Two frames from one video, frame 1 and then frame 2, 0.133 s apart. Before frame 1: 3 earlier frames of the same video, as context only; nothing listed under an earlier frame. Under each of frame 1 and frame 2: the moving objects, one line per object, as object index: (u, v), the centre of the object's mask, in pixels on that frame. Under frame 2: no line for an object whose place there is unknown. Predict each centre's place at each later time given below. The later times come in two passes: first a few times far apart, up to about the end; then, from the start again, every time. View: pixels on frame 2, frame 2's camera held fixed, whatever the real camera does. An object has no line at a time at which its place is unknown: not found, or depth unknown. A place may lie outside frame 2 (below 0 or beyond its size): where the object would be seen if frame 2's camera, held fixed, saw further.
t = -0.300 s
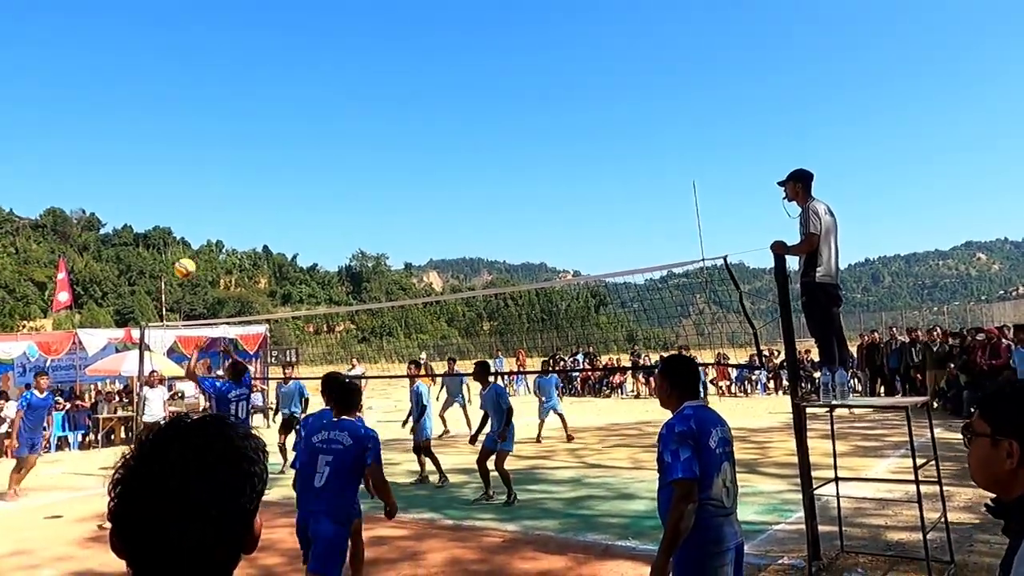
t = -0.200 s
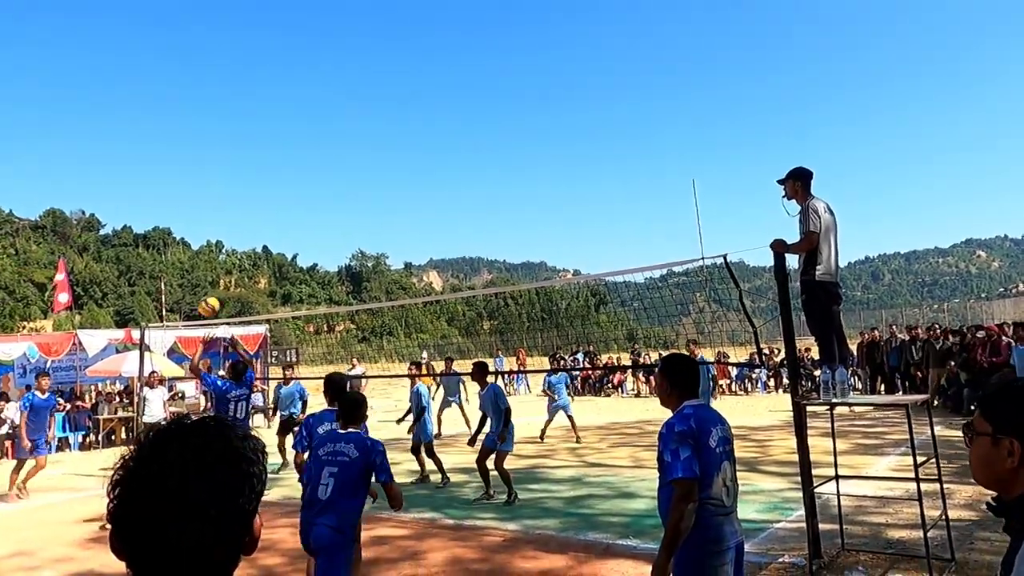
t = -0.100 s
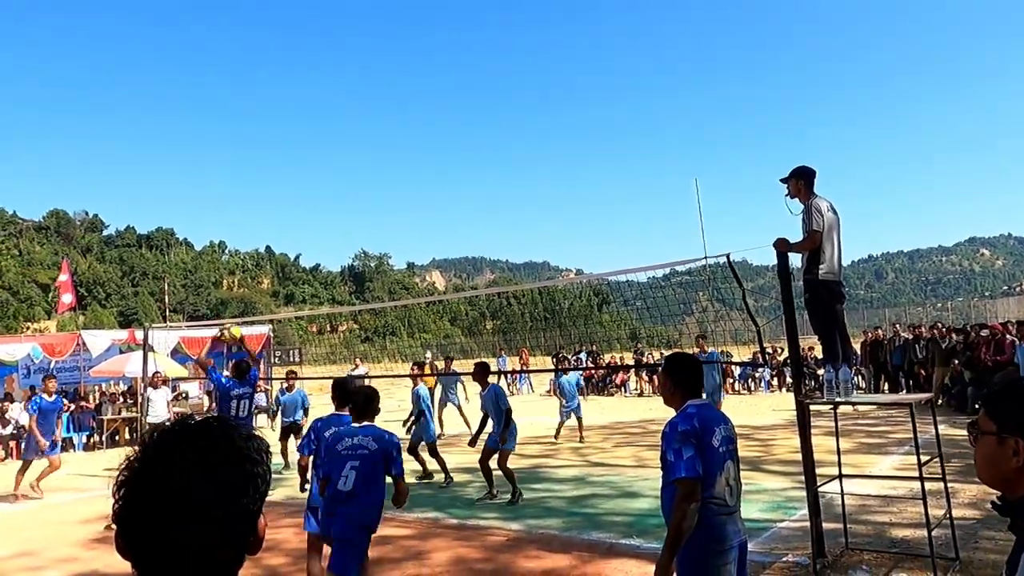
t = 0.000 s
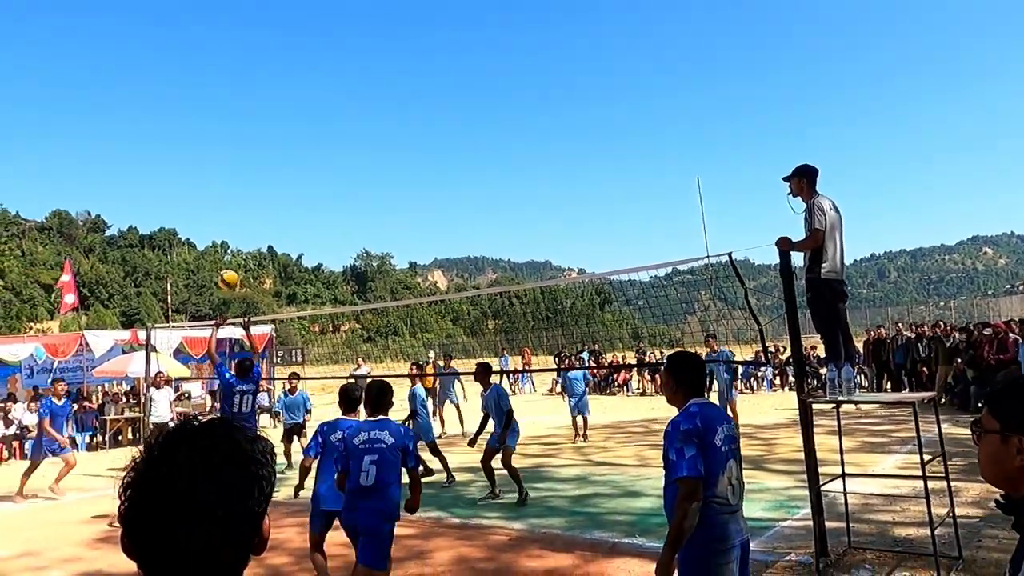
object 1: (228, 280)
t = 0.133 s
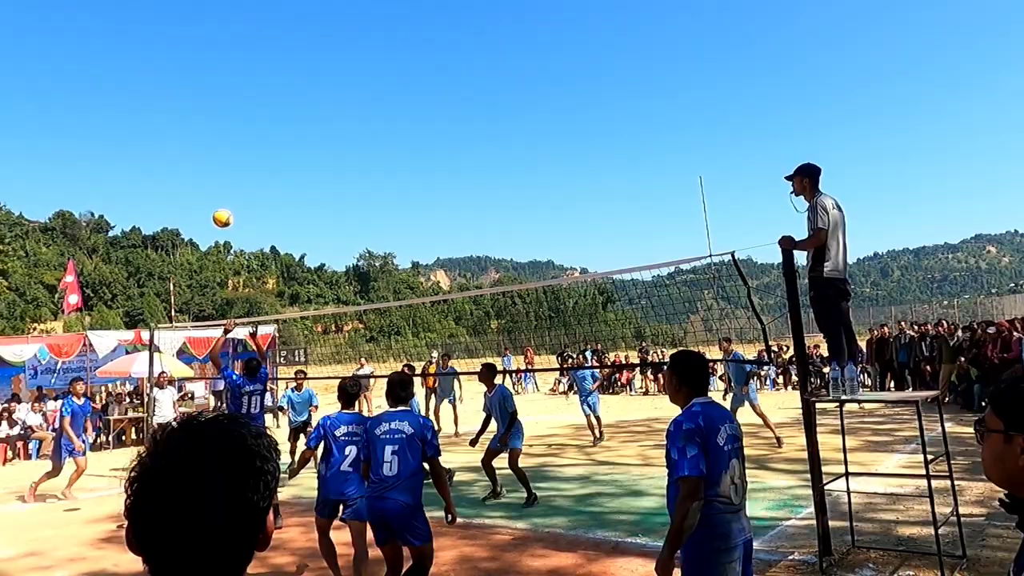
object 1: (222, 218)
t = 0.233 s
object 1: (217, 187)
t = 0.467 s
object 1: (207, 153)
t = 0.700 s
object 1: (199, 163)
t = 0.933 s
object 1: (194, 215)
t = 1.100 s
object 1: (193, 263)
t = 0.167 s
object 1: (221, 211)
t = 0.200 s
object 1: (219, 198)
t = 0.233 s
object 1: (217, 187)
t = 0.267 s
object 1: (216, 182)
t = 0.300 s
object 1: (214, 174)
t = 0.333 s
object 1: (212, 166)
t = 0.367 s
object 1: (211, 163)
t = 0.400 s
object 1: (210, 159)
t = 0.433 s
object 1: (209, 157)
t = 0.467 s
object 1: (207, 153)
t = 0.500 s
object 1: (206, 152)
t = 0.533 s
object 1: (204, 151)
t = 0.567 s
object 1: (203, 152)
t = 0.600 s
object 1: (202, 153)
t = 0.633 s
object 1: (201, 156)
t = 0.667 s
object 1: (200, 158)
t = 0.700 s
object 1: (199, 163)
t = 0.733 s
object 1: (198, 165)
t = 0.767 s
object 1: (197, 172)
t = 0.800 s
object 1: (197, 179)
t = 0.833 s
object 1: (196, 188)
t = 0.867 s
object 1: (196, 193)
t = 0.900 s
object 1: (195, 203)
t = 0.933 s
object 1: (194, 215)
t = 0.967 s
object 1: (194, 221)
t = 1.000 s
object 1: (193, 235)
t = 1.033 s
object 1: (192, 241)
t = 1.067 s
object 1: (193, 256)
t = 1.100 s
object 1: (193, 263)
